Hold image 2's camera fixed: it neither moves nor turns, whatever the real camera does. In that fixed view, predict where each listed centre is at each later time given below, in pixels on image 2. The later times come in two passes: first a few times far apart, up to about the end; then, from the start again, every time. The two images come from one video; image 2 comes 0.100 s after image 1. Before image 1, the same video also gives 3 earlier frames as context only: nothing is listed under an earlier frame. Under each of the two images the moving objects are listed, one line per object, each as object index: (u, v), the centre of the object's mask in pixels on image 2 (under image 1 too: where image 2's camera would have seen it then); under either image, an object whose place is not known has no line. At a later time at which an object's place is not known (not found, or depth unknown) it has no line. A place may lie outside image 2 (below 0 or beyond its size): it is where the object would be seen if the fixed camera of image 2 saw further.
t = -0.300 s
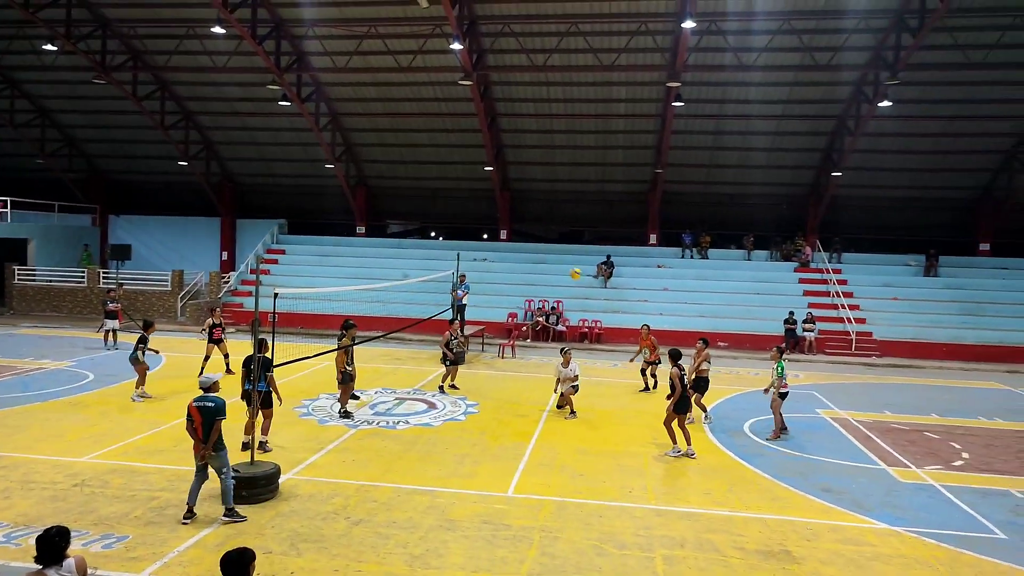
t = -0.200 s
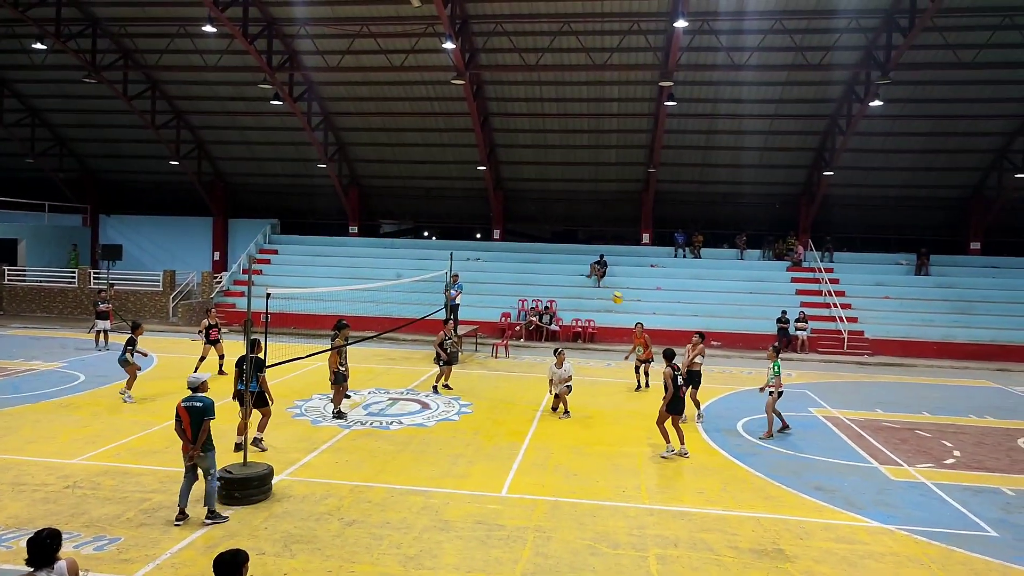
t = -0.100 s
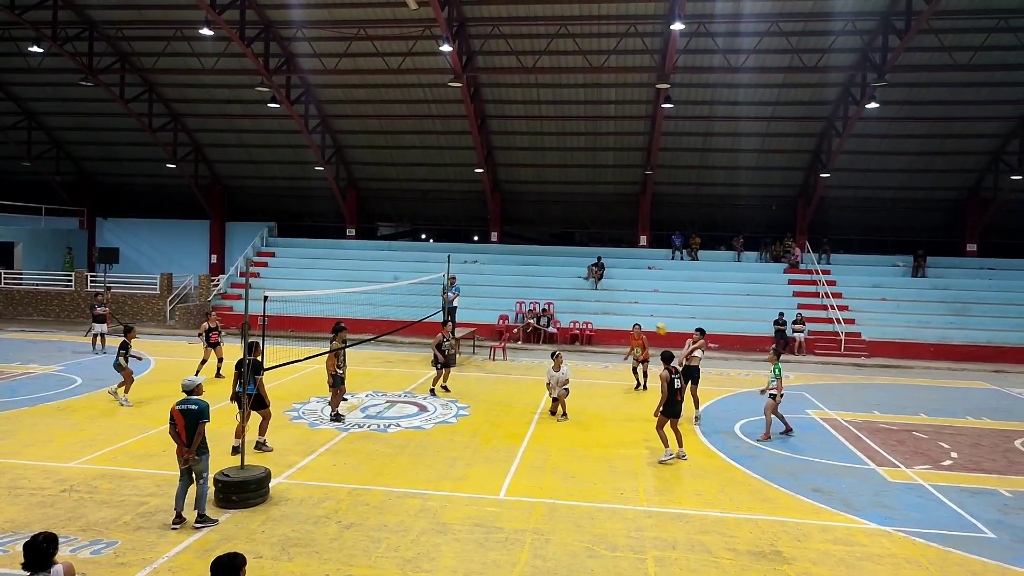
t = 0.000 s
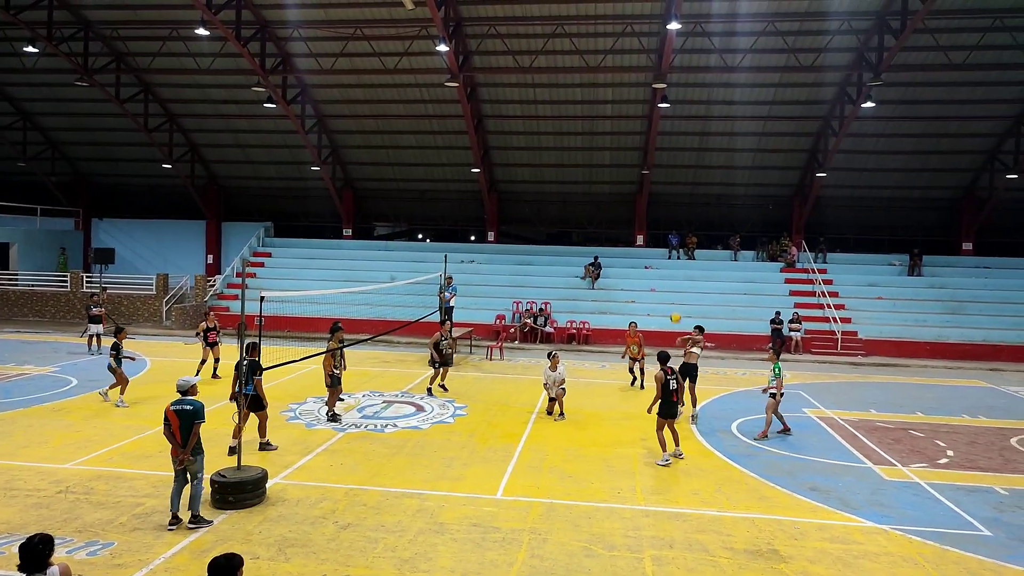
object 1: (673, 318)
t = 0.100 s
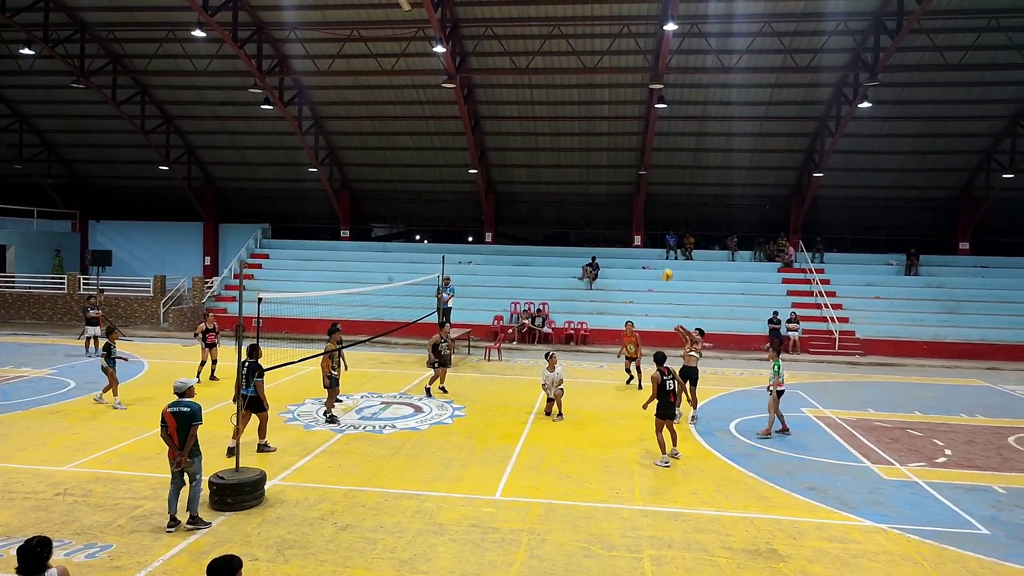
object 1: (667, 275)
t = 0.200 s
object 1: (661, 238)
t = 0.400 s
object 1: (650, 181)
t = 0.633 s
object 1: (636, 142)
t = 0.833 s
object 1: (624, 131)
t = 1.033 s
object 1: (611, 140)
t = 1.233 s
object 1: (598, 170)
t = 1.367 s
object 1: (589, 201)
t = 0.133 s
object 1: (665, 262)
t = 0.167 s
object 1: (663, 250)
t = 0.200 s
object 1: (661, 238)
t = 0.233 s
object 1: (659, 227)
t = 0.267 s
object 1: (657, 217)
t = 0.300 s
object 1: (655, 207)
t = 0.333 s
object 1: (653, 198)
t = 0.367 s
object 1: (652, 190)
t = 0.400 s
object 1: (650, 181)
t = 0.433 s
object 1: (648, 174)
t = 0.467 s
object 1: (646, 167)
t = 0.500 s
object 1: (644, 161)
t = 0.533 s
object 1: (642, 155)
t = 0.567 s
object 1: (640, 150)
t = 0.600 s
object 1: (638, 146)
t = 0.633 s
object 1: (636, 142)
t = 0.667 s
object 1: (634, 139)
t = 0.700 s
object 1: (632, 136)
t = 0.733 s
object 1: (630, 134)
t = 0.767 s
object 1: (628, 132)
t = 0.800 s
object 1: (626, 131)
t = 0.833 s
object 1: (624, 131)
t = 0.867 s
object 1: (622, 131)
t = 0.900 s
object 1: (620, 131)
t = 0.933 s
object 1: (618, 133)
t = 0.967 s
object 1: (615, 135)
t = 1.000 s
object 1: (613, 137)
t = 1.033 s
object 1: (611, 140)
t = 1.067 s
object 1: (609, 144)
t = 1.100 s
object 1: (607, 148)
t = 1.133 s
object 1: (605, 153)
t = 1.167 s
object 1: (603, 158)
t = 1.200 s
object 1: (601, 163)
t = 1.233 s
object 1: (598, 170)
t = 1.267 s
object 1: (596, 177)
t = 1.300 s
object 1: (594, 184)
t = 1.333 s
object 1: (591, 192)
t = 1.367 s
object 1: (589, 201)
